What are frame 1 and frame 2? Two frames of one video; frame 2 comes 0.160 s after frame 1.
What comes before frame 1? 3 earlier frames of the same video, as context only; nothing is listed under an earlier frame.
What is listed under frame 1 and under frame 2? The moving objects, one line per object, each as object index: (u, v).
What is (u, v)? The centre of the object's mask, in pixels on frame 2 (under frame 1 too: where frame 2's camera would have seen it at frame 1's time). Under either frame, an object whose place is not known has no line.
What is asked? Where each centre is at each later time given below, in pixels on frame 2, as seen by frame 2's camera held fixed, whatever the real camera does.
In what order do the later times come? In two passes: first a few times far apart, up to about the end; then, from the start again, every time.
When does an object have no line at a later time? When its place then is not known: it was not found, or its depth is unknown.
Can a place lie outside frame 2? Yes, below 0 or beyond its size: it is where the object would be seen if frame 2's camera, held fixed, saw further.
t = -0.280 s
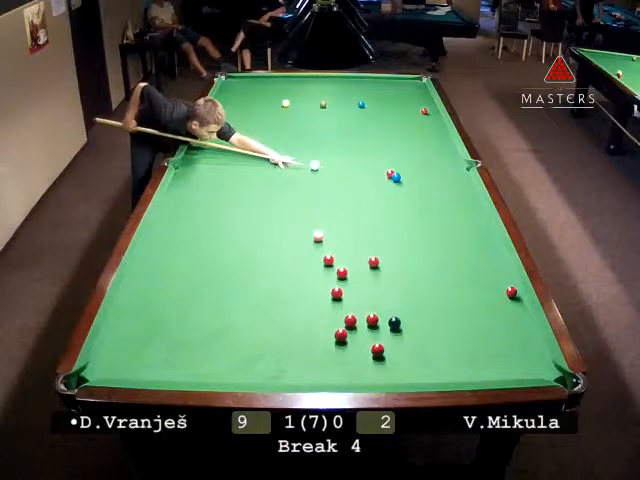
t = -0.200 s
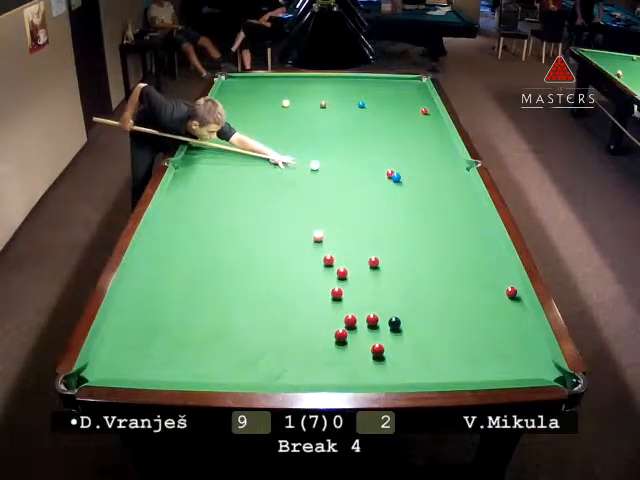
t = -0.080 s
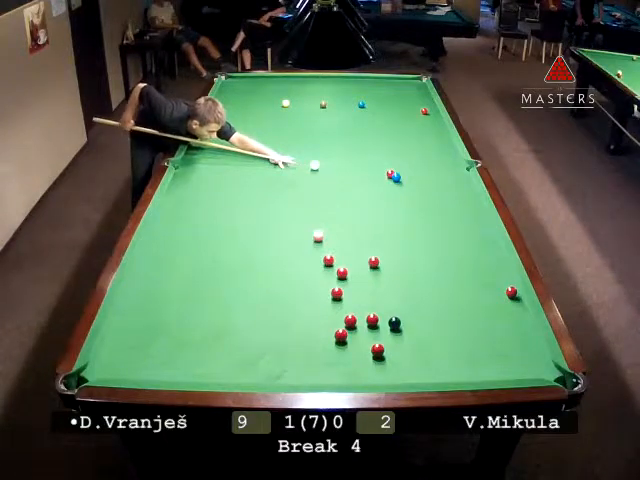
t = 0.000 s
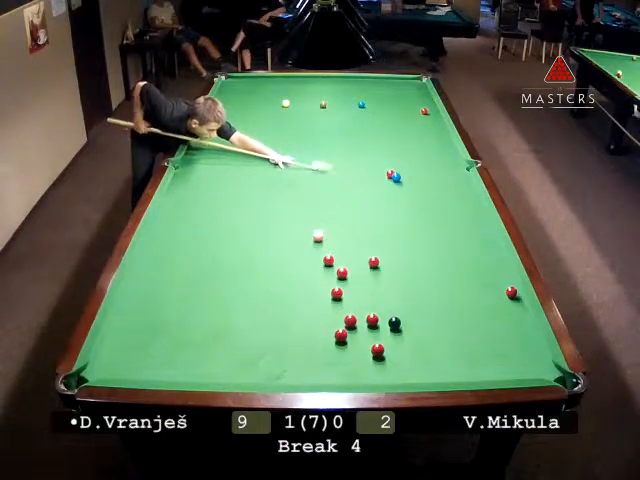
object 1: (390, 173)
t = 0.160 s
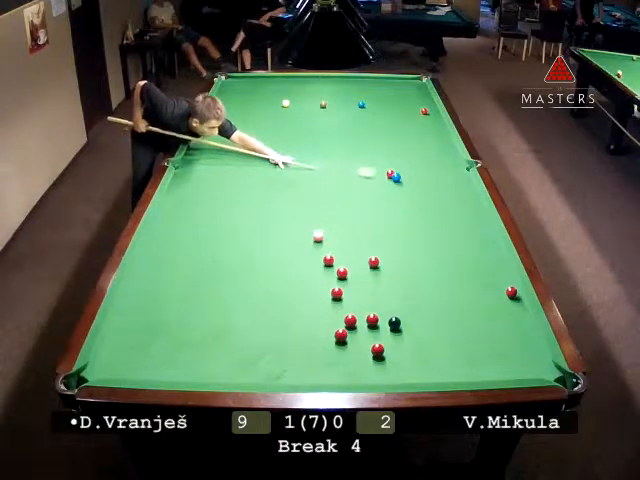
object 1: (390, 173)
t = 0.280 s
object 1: (396, 170)
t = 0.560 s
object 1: (428, 167)
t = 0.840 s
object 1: (453, 164)
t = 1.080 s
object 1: (466, 164)
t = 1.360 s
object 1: (464, 169)
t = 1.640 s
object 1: (455, 170)
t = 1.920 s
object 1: (447, 171)
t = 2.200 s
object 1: (440, 172)
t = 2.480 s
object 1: (434, 173)
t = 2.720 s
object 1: (430, 173)
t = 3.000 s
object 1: (427, 173)
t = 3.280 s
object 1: (424, 173)
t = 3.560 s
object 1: (424, 173)
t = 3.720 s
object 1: (424, 173)
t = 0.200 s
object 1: (390, 173)
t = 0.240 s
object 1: (392, 171)
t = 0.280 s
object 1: (396, 170)
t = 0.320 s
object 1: (403, 172)
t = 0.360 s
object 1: (408, 172)
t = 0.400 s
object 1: (412, 171)
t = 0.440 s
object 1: (416, 169)
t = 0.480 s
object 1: (420, 169)
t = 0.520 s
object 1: (424, 168)
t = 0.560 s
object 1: (428, 167)
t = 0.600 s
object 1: (432, 167)
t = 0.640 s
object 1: (436, 165)
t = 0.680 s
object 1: (440, 165)
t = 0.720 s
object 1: (443, 164)
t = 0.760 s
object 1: (447, 164)
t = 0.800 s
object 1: (450, 164)
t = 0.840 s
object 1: (453, 164)
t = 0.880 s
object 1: (459, 163)
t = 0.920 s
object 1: (462, 163)
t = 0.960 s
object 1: (464, 163)
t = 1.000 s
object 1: (465, 163)
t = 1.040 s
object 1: (466, 163)
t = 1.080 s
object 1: (466, 164)
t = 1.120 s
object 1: (466, 164)
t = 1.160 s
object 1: (466, 165)
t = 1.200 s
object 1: (466, 165)
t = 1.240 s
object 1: (467, 168)
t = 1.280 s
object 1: (466, 168)
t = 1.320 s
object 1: (465, 169)
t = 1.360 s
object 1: (464, 169)
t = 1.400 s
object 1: (463, 169)
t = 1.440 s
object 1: (461, 170)
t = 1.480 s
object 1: (460, 170)
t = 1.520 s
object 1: (458, 170)
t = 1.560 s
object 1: (457, 170)
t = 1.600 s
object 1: (456, 170)
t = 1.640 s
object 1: (455, 170)
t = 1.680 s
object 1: (453, 170)
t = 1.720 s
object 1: (452, 171)
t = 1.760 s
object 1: (451, 171)
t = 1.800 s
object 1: (450, 171)
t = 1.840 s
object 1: (449, 171)
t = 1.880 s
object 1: (448, 171)
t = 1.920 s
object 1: (447, 171)
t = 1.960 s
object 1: (446, 171)
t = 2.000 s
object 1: (444, 172)
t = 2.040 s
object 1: (443, 172)
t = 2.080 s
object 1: (443, 172)
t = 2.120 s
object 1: (442, 172)
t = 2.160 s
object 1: (441, 172)
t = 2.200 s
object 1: (440, 172)
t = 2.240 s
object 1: (439, 172)
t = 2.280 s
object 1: (438, 172)
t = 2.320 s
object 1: (437, 172)
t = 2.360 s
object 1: (436, 172)
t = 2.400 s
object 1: (436, 172)
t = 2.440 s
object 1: (435, 172)
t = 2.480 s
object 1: (434, 173)
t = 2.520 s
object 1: (433, 173)
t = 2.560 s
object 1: (433, 173)
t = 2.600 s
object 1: (432, 173)
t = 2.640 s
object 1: (431, 173)
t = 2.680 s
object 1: (431, 173)
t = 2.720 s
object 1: (430, 173)
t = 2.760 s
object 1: (430, 173)
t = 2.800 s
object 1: (429, 173)
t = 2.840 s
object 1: (428, 173)
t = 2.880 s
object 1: (428, 173)
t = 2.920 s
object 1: (427, 173)
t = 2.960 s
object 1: (427, 173)
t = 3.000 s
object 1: (427, 173)
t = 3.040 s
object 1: (426, 173)
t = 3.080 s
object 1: (426, 173)
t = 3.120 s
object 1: (426, 173)
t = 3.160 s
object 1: (425, 173)
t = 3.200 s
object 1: (425, 173)
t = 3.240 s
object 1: (424, 173)
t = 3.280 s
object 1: (424, 173)
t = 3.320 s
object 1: (424, 173)
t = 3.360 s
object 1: (424, 173)
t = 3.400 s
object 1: (424, 173)
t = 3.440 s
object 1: (424, 173)
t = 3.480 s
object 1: (424, 173)
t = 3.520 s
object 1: (424, 173)
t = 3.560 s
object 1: (424, 173)
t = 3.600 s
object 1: (424, 173)
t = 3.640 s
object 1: (424, 173)
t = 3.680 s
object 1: (424, 173)
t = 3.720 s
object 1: (424, 173)
